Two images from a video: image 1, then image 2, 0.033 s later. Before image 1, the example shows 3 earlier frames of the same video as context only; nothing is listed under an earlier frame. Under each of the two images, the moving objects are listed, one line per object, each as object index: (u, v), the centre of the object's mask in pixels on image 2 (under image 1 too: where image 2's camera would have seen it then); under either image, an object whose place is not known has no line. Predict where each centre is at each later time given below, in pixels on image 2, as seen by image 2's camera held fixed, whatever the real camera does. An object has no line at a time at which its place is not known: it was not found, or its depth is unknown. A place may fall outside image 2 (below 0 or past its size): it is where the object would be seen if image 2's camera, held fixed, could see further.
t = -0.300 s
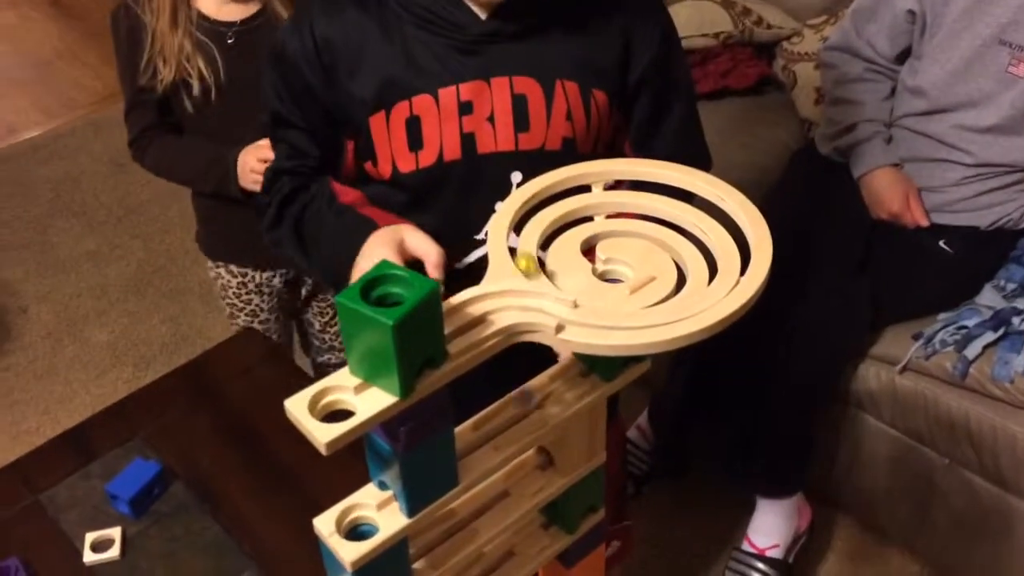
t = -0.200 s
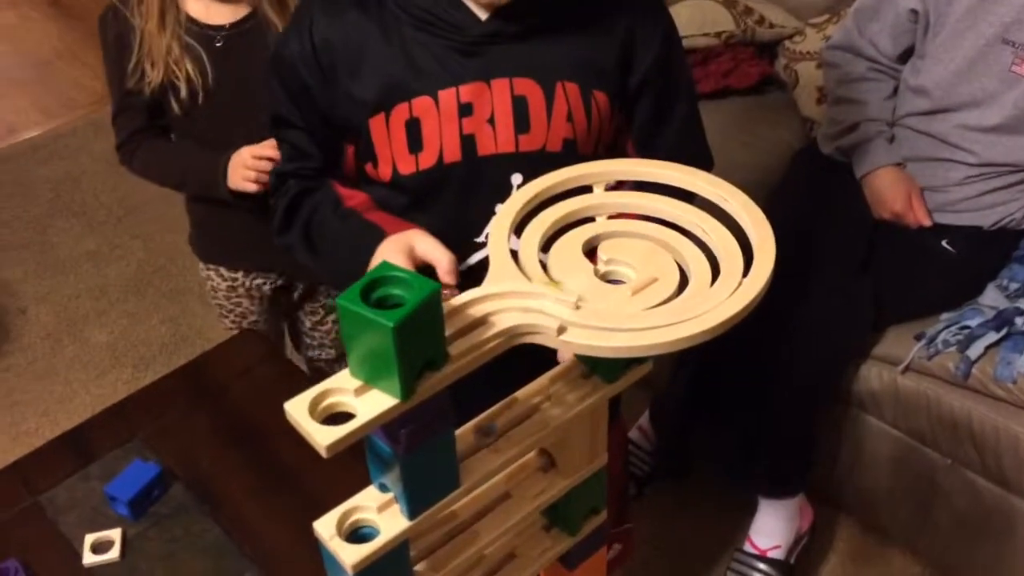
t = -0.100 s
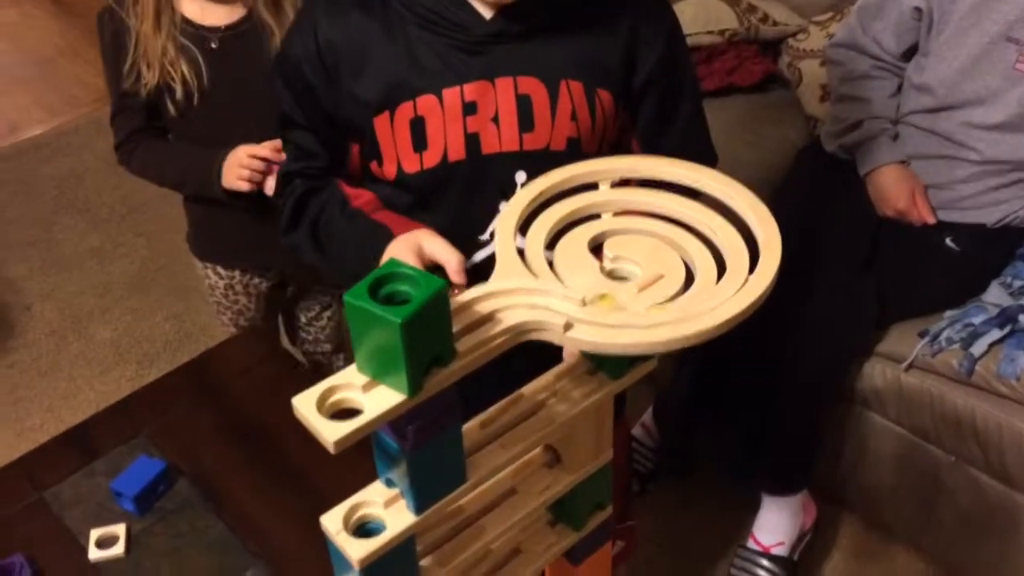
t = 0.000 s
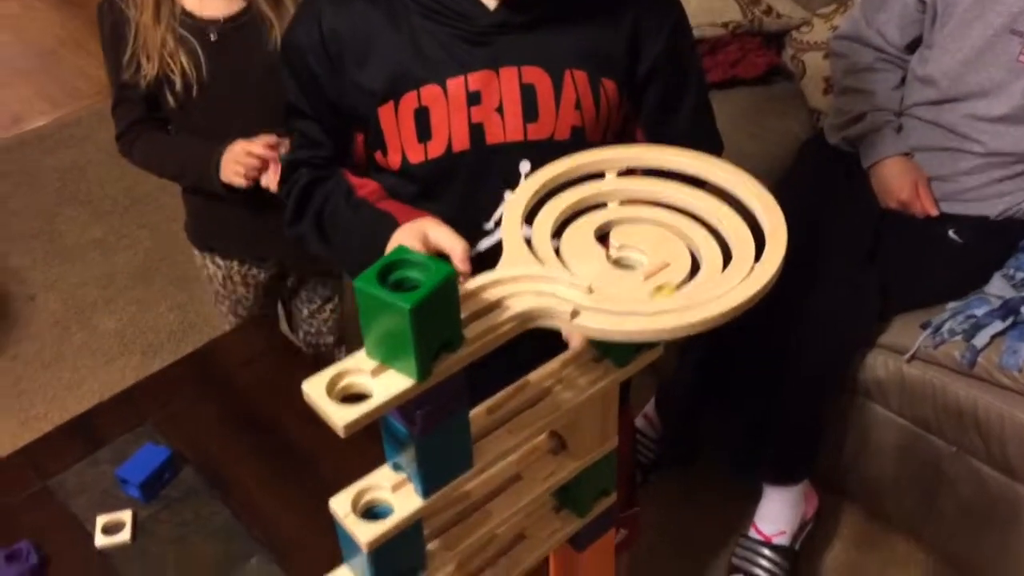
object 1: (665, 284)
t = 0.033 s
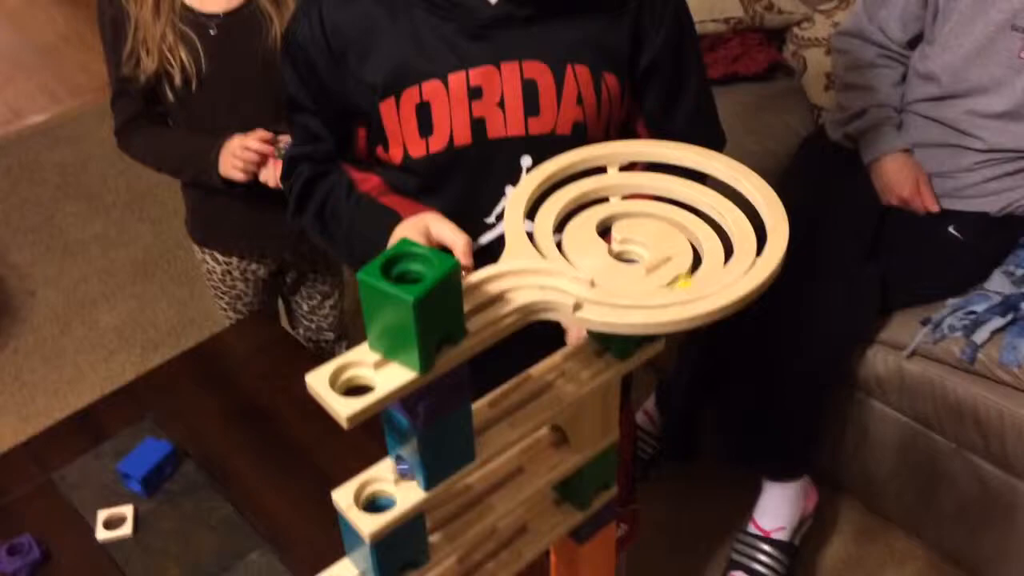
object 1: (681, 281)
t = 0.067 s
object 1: (695, 274)
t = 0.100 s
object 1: (708, 269)
